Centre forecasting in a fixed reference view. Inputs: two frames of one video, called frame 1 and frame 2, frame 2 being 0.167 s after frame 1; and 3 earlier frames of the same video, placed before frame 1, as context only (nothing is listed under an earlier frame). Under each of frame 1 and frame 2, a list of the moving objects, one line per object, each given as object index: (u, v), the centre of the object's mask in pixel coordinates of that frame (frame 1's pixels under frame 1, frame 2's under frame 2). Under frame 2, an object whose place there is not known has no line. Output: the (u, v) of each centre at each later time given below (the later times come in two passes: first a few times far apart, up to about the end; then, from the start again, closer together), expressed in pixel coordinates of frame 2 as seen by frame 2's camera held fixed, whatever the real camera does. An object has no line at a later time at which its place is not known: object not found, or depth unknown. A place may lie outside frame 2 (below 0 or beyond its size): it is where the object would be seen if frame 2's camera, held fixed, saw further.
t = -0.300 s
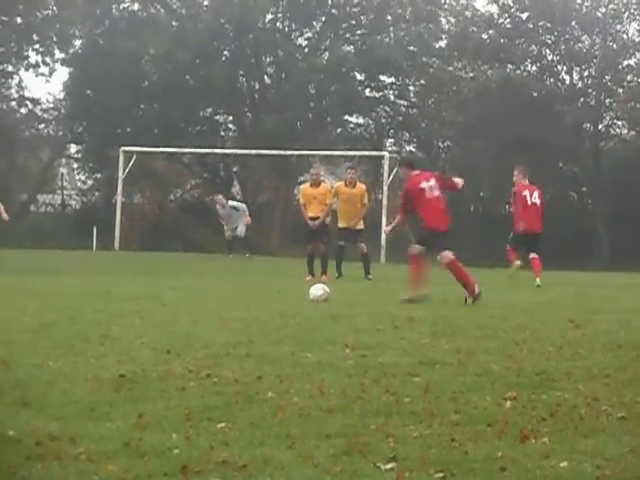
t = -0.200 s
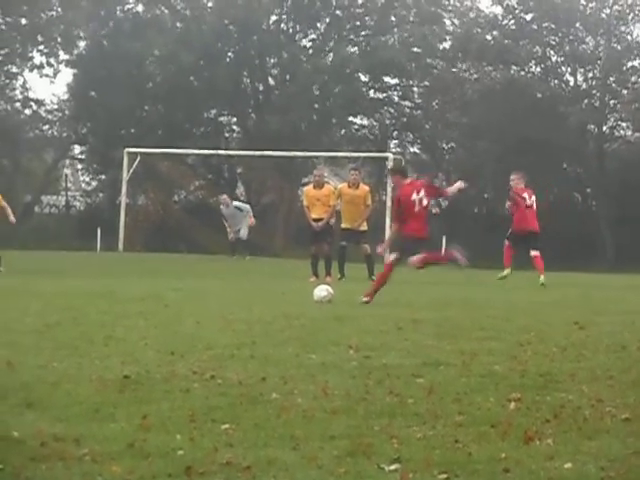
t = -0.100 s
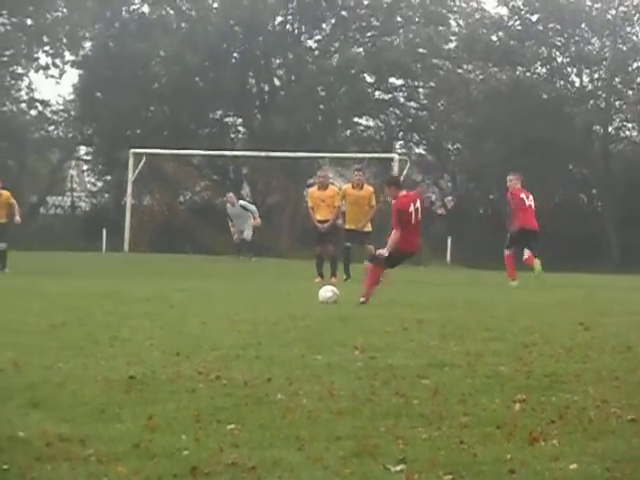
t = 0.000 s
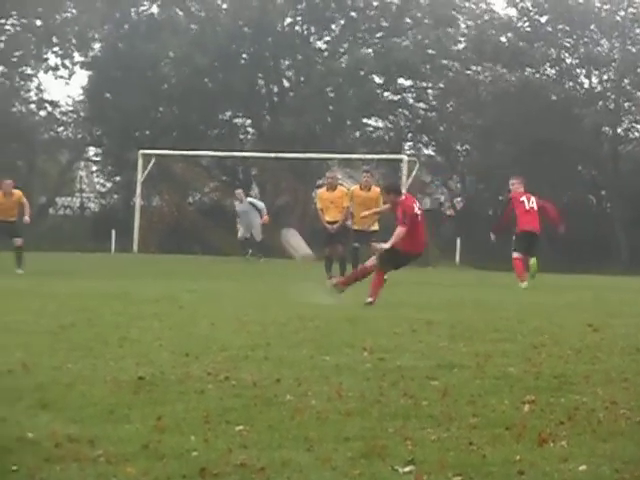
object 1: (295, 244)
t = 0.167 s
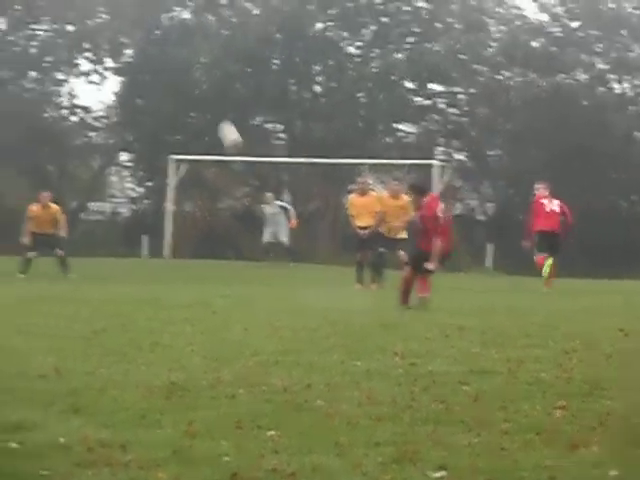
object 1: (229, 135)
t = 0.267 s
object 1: (184, 84)
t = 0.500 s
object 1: (108, 10)
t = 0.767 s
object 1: (59, -20)
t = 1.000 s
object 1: (32, -8)
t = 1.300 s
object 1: (14, 43)
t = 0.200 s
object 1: (215, 117)
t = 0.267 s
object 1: (184, 84)
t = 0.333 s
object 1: (158, 57)
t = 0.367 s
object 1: (148, 46)
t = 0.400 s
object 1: (137, 36)
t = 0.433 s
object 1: (128, 27)
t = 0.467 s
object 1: (118, 17)
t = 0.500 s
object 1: (108, 10)
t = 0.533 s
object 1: (101, 3)
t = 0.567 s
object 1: (94, -3)
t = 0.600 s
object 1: (87, -9)
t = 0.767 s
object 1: (59, -20)
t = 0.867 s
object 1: (45, -19)
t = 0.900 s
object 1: (41, -17)
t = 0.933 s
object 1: (38, -15)
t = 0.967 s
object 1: (35, -12)
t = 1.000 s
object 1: (32, -8)
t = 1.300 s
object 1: (14, 43)
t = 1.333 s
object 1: (13, 52)
